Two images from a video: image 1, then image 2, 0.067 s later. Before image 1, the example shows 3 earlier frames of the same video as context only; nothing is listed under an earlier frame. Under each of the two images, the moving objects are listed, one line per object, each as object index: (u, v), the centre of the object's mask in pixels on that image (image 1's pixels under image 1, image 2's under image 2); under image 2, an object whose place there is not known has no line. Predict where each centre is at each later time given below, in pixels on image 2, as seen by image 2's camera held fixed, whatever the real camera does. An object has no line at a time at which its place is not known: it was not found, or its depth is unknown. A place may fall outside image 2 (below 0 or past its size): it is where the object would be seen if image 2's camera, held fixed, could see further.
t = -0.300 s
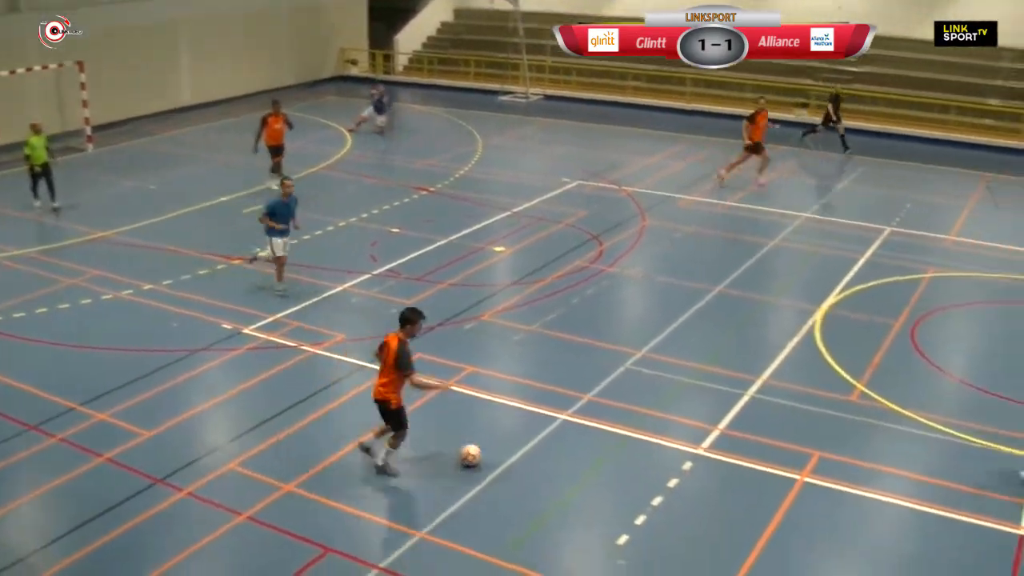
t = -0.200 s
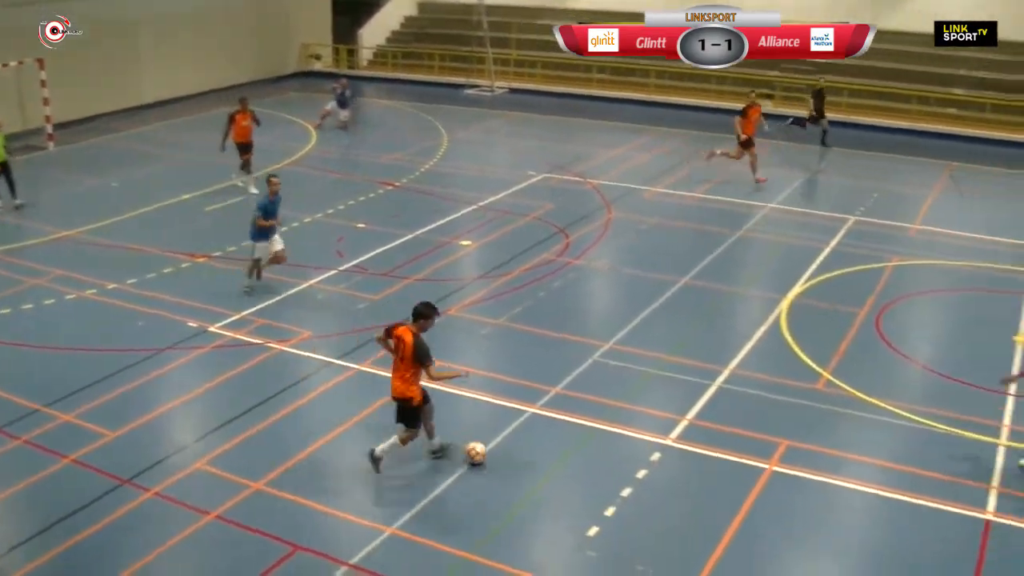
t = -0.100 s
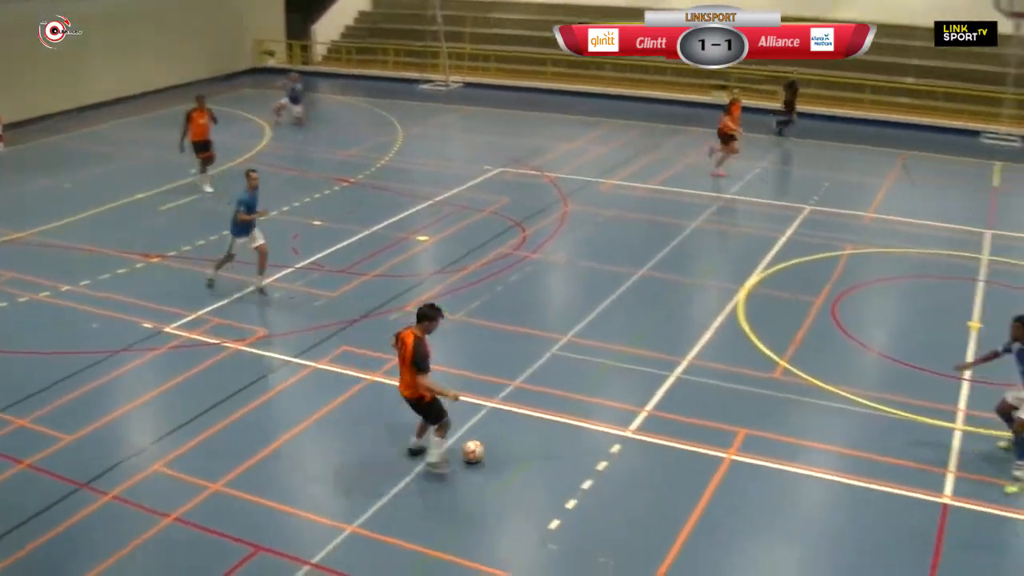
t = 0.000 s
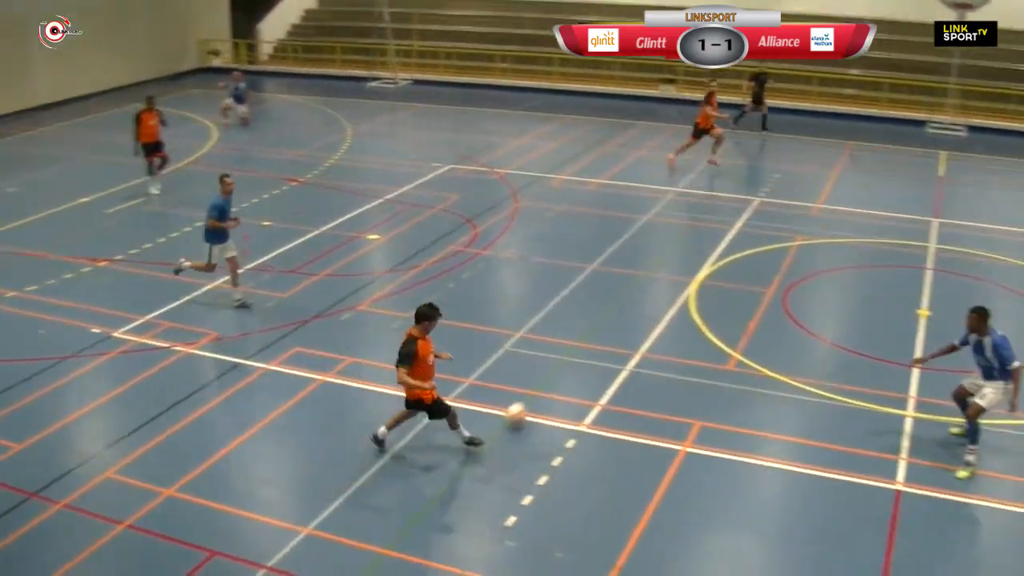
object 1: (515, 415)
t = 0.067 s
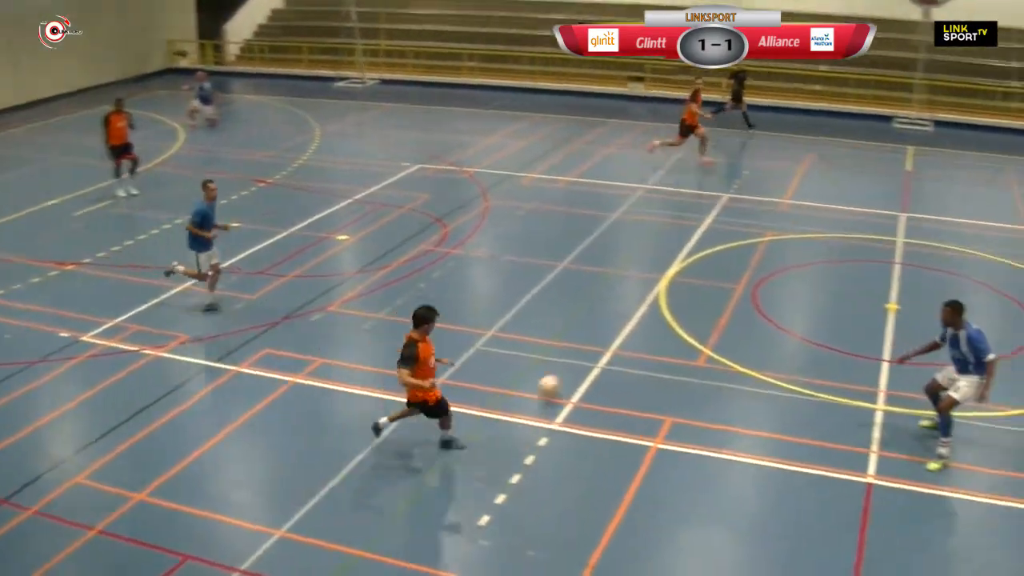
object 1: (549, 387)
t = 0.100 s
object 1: (585, 371)
